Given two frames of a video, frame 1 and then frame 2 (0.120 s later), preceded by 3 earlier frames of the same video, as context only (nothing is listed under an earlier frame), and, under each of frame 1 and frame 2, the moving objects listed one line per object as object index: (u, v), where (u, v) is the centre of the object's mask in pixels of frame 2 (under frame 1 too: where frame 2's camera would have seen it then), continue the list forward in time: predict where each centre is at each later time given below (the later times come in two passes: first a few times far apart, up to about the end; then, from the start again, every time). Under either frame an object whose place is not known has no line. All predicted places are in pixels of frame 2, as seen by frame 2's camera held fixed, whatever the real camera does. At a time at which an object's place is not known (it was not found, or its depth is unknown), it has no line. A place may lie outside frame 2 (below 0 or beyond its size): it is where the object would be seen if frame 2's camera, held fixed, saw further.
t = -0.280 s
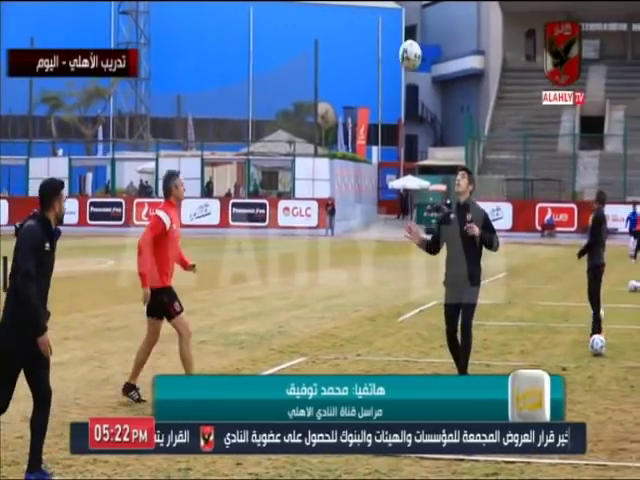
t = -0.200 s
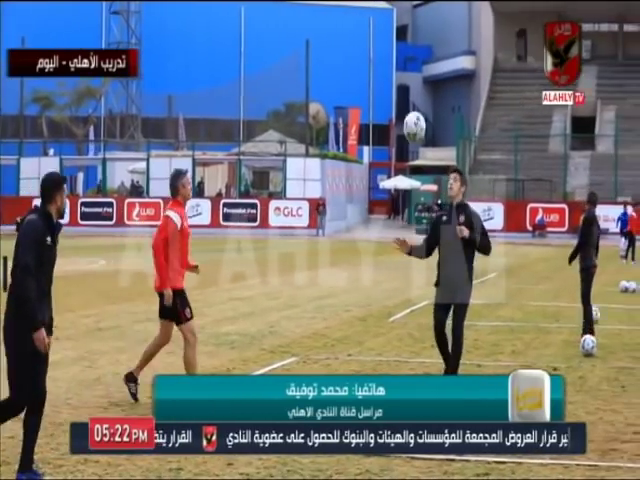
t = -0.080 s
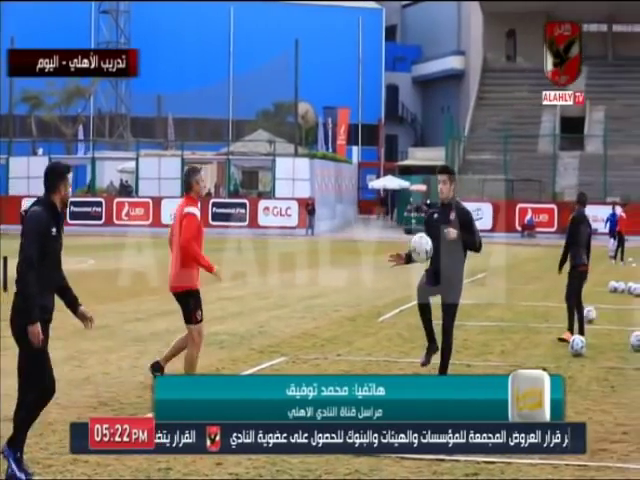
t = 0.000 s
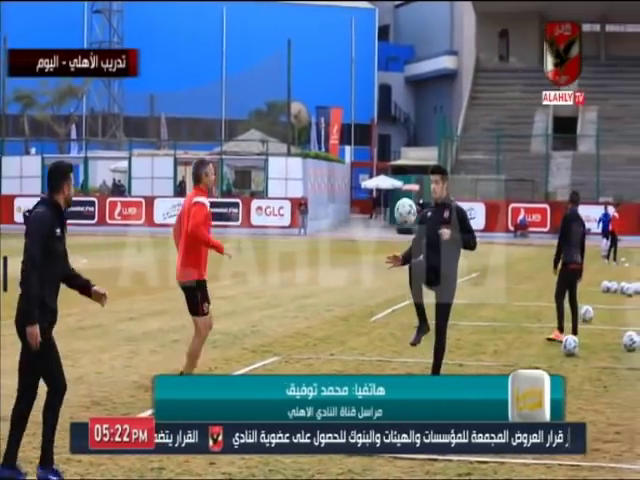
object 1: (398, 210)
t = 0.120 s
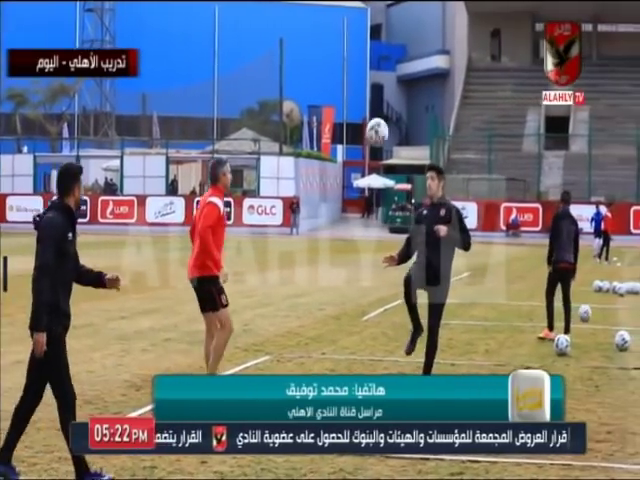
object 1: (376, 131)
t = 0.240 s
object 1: (355, 68)
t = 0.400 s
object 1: (325, 14)
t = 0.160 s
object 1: (370, 109)
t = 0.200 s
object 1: (362, 87)
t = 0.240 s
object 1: (355, 68)
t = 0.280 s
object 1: (348, 49)
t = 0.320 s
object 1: (340, 34)
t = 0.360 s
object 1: (332, 22)
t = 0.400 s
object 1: (325, 14)
